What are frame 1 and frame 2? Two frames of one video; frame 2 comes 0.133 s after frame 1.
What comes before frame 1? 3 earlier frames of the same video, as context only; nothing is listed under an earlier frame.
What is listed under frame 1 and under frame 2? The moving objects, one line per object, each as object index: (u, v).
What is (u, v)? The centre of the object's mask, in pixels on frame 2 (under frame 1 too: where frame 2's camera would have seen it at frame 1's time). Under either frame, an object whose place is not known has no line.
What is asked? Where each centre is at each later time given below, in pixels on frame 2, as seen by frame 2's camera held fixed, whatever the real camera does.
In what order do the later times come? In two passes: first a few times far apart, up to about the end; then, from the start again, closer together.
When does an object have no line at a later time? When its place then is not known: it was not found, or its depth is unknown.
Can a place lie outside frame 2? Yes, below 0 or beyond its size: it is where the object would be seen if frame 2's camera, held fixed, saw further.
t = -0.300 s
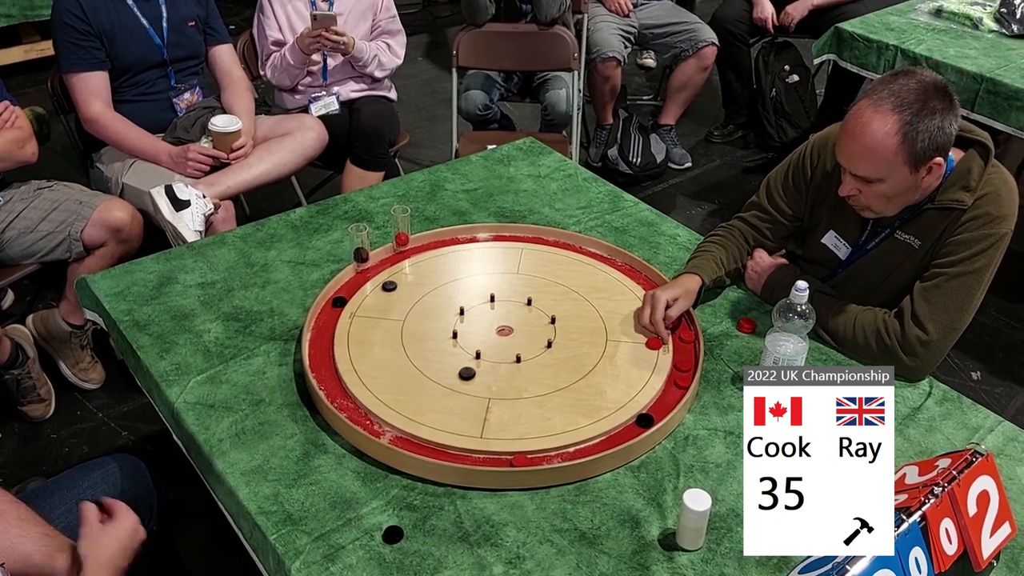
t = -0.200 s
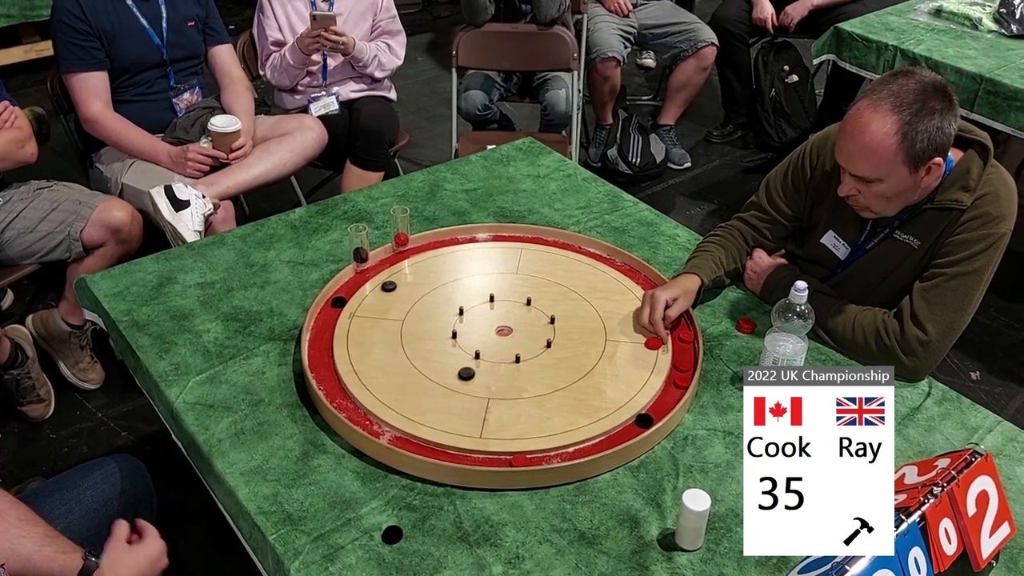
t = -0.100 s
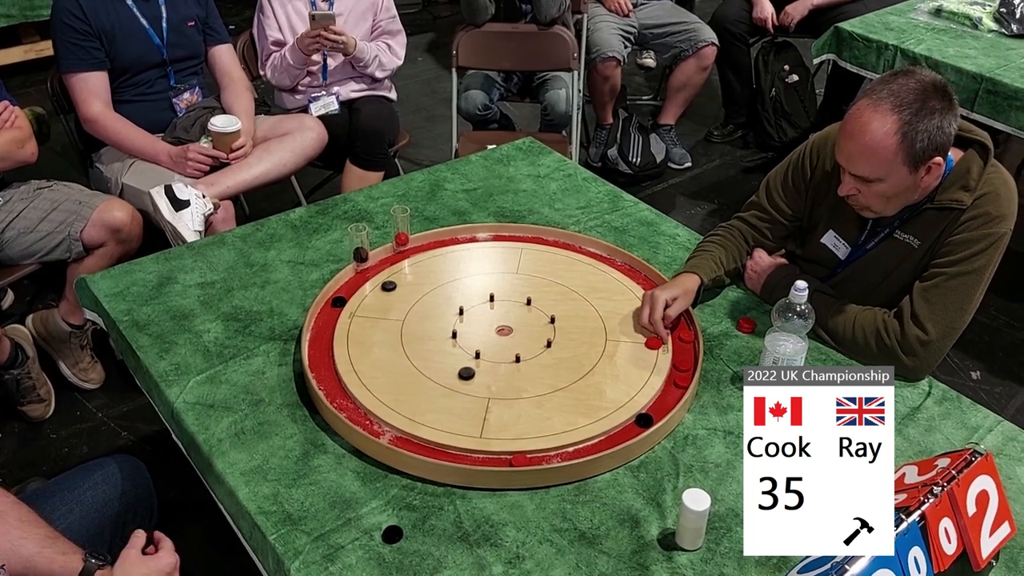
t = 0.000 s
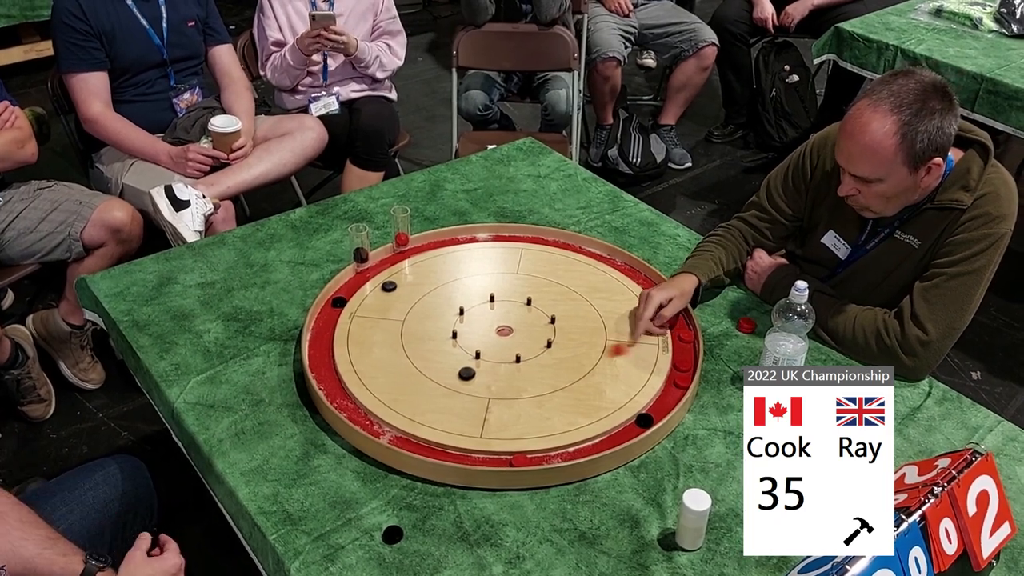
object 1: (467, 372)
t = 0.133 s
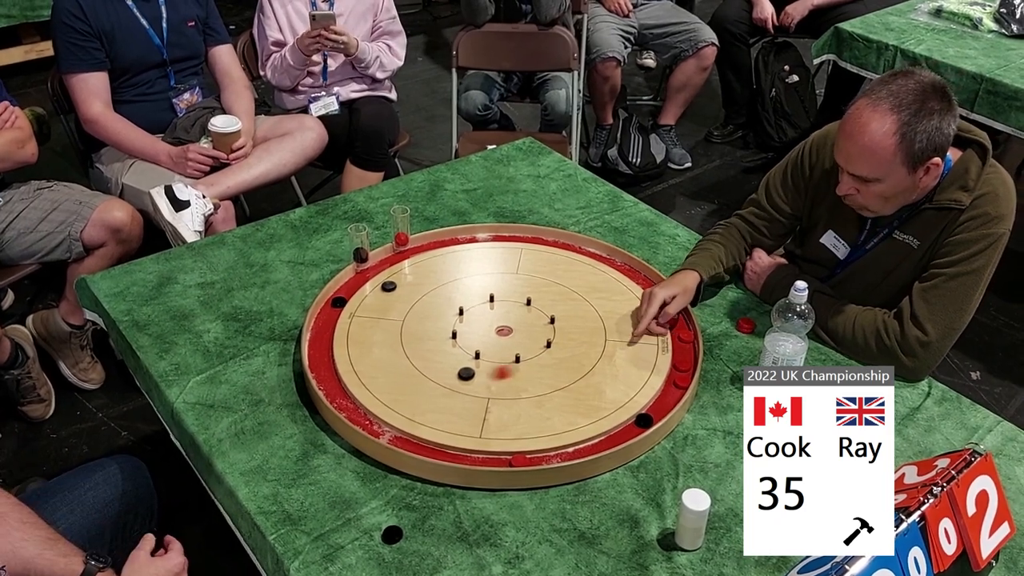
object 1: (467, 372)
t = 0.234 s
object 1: (430, 367)
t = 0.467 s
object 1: (336, 349)
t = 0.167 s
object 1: (461, 373)
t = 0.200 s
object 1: (445, 370)
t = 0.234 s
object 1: (430, 367)
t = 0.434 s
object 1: (347, 351)
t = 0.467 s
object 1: (336, 349)
